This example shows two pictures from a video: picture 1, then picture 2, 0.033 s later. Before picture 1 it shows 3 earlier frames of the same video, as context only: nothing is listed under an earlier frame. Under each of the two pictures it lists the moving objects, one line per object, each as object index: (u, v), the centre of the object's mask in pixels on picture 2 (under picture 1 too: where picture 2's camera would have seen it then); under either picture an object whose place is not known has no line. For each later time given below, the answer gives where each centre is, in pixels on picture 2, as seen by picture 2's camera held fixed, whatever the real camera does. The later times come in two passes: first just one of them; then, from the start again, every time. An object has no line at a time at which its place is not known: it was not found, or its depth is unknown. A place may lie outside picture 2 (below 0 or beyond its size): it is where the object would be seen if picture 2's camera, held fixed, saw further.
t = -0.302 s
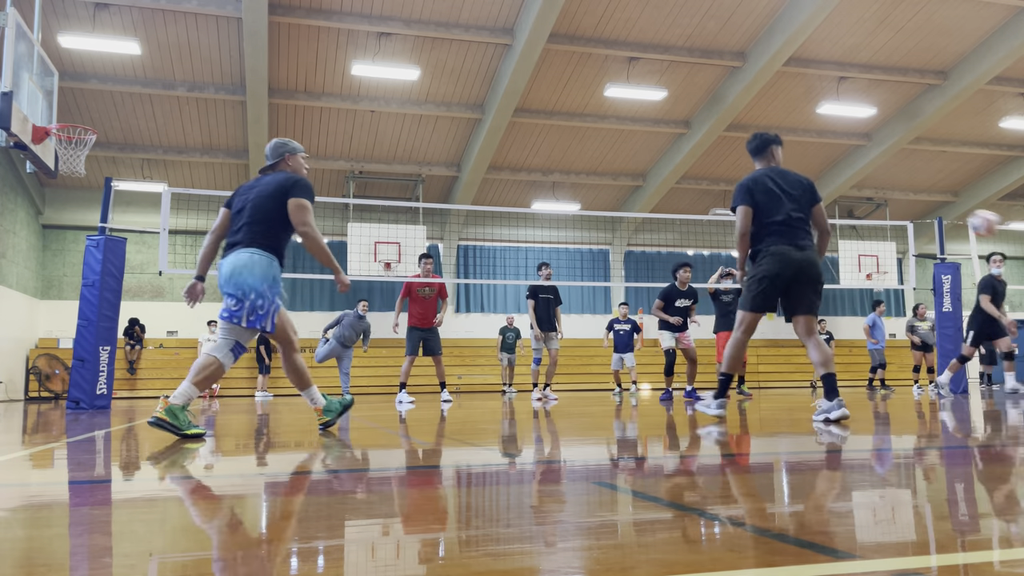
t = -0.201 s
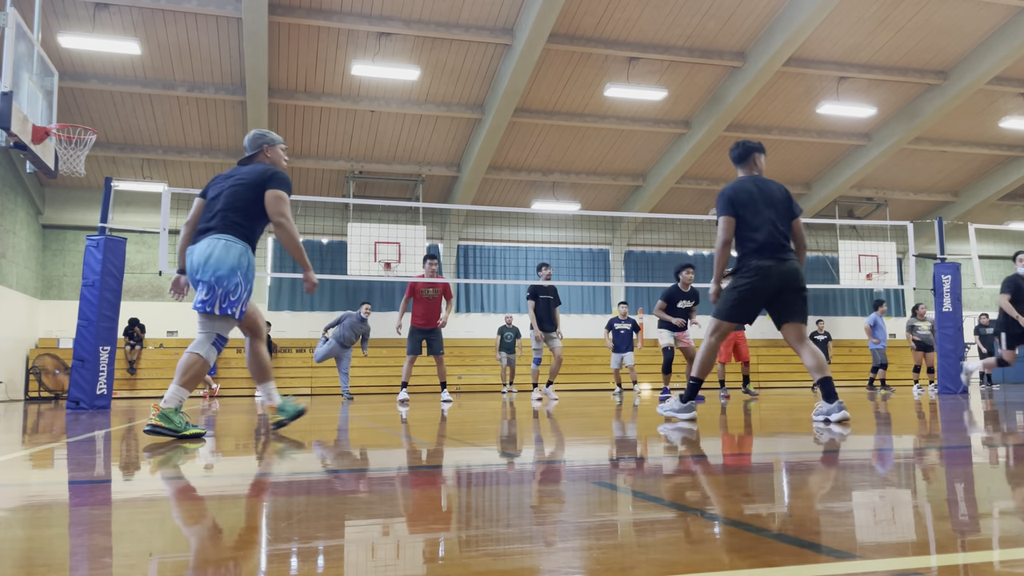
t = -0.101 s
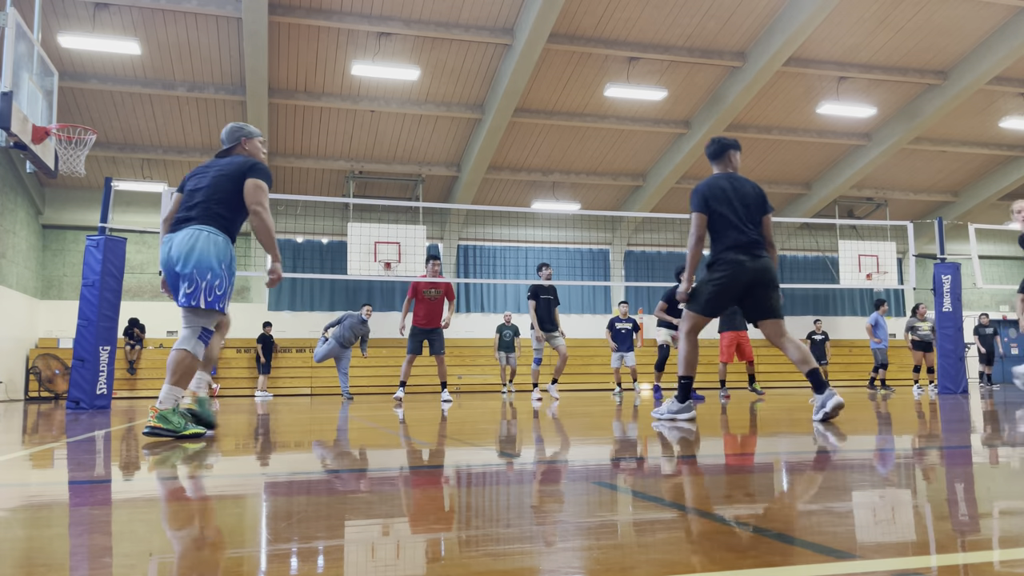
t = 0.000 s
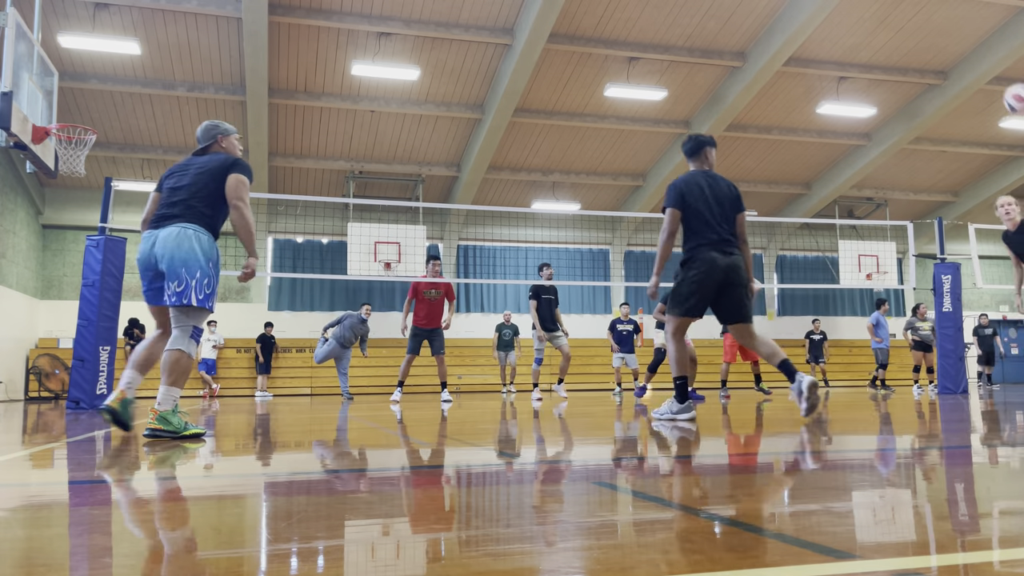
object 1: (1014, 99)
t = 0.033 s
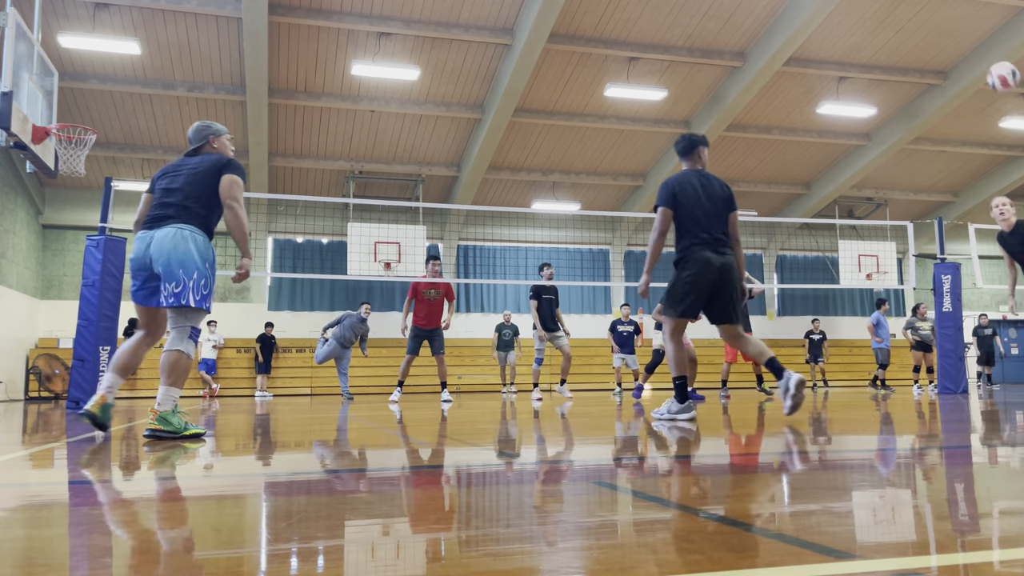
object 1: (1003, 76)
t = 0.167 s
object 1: (944, 11)
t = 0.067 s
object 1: (987, 57)
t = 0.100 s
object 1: (972, 38)
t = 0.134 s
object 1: (958, 23)
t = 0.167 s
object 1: (944, 11)
